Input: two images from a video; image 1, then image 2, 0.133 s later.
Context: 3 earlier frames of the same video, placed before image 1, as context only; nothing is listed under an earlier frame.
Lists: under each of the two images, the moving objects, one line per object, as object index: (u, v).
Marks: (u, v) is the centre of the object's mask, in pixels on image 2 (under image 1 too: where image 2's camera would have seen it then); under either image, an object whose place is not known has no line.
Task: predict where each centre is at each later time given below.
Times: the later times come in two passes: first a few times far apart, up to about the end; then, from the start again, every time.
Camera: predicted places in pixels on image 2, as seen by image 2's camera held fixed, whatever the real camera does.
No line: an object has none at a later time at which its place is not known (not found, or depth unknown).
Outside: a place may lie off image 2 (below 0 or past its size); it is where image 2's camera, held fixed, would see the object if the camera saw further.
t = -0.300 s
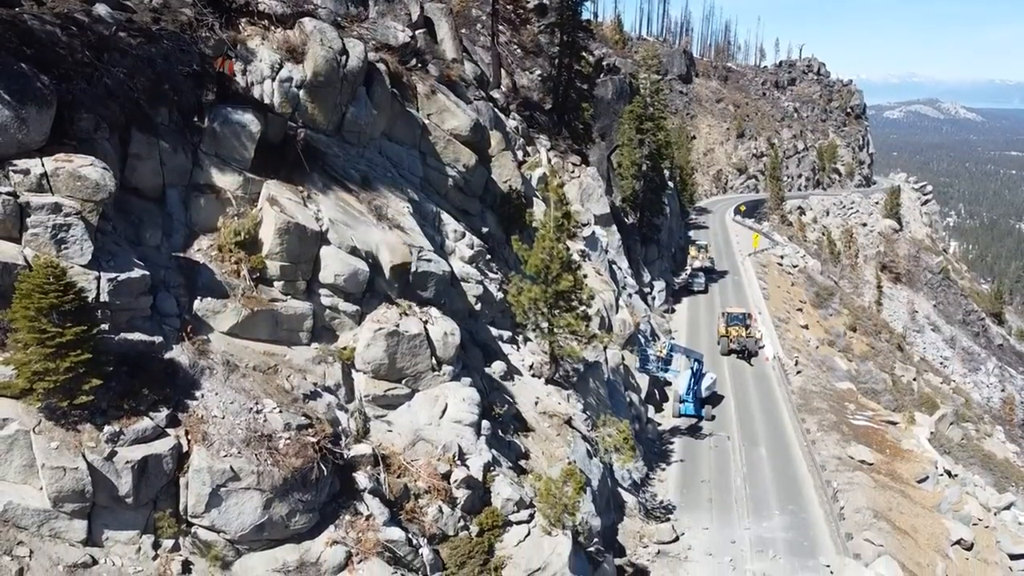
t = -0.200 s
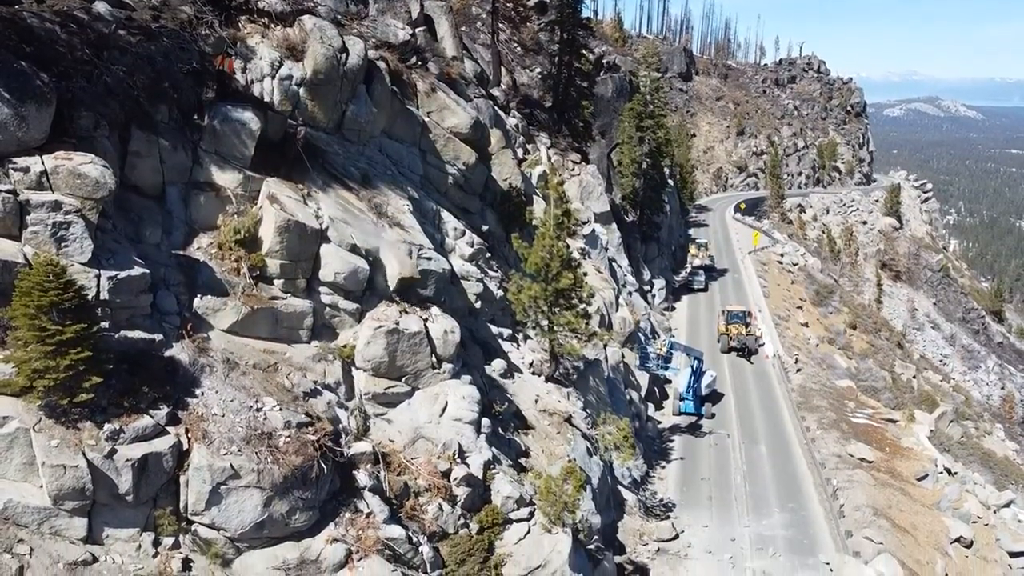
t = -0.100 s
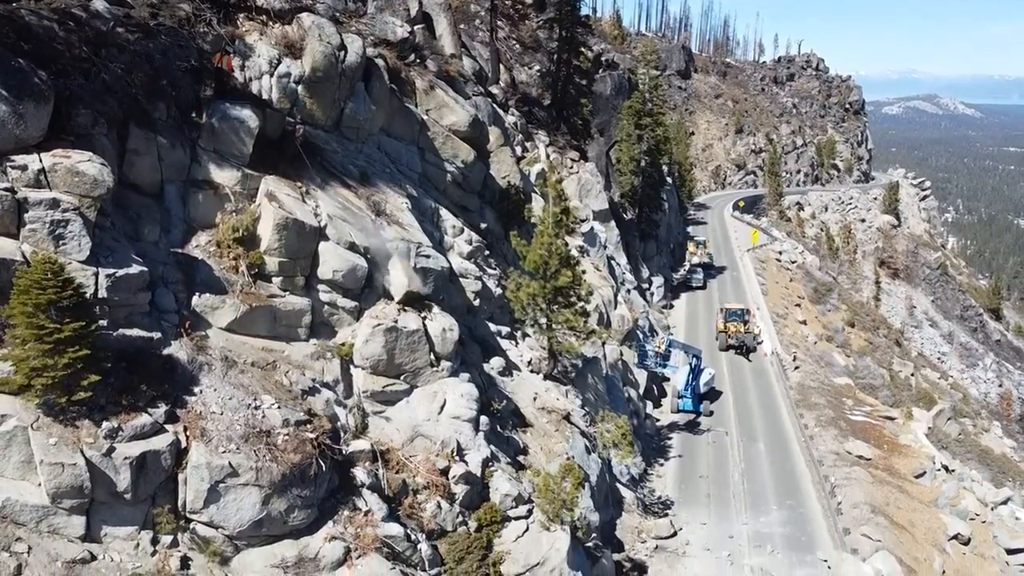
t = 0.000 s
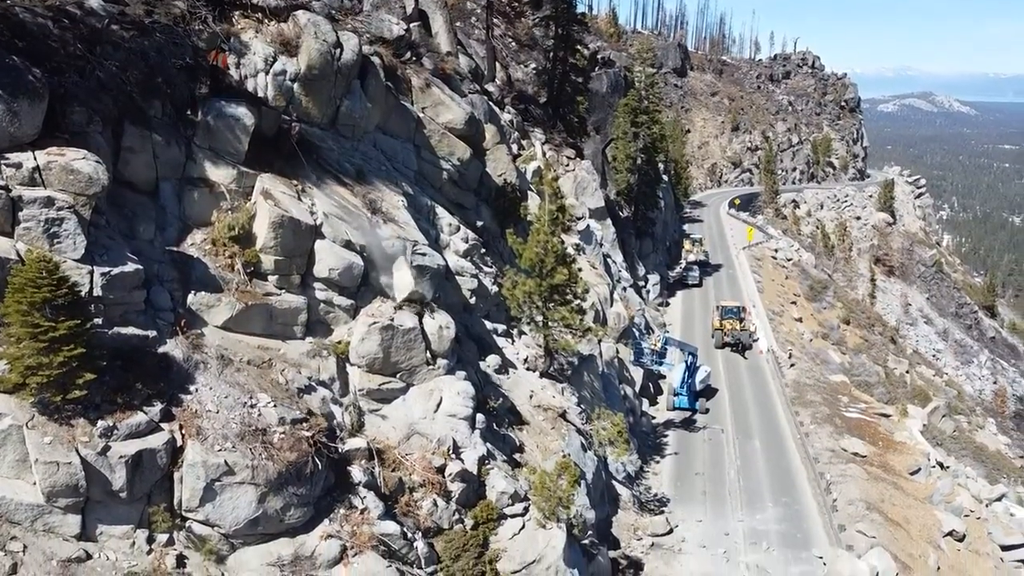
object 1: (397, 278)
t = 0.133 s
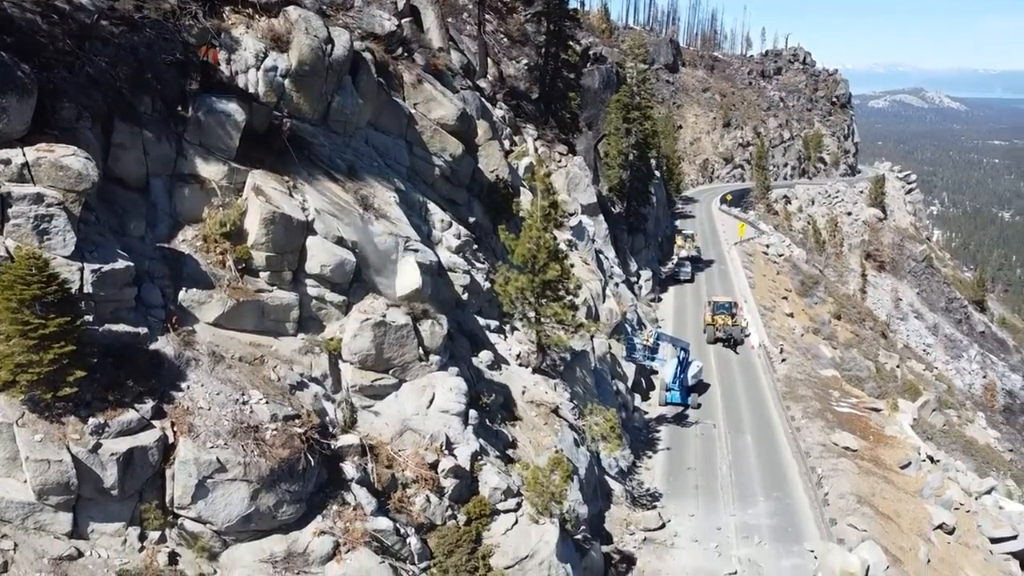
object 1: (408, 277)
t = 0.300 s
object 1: (422, 279)
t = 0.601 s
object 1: (438, 286)
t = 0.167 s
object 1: (411, 278)
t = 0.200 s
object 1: (414, 280)
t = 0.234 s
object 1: (417, 276)
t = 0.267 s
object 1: (419, 279)
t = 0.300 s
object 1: (422, 279)
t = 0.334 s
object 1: (424, 281)
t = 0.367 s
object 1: (426, 281)
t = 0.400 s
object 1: (428, 282)
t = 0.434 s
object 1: (429, 283)
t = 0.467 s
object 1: (431, 283)
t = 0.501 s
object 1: (433, 284)
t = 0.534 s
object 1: (435, 285)
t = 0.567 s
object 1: (436, 285)
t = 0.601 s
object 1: (438, 286)
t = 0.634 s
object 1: (439, 287)
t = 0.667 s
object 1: (440, 288)
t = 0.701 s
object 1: (441, 289)
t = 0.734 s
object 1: (442, 289)
